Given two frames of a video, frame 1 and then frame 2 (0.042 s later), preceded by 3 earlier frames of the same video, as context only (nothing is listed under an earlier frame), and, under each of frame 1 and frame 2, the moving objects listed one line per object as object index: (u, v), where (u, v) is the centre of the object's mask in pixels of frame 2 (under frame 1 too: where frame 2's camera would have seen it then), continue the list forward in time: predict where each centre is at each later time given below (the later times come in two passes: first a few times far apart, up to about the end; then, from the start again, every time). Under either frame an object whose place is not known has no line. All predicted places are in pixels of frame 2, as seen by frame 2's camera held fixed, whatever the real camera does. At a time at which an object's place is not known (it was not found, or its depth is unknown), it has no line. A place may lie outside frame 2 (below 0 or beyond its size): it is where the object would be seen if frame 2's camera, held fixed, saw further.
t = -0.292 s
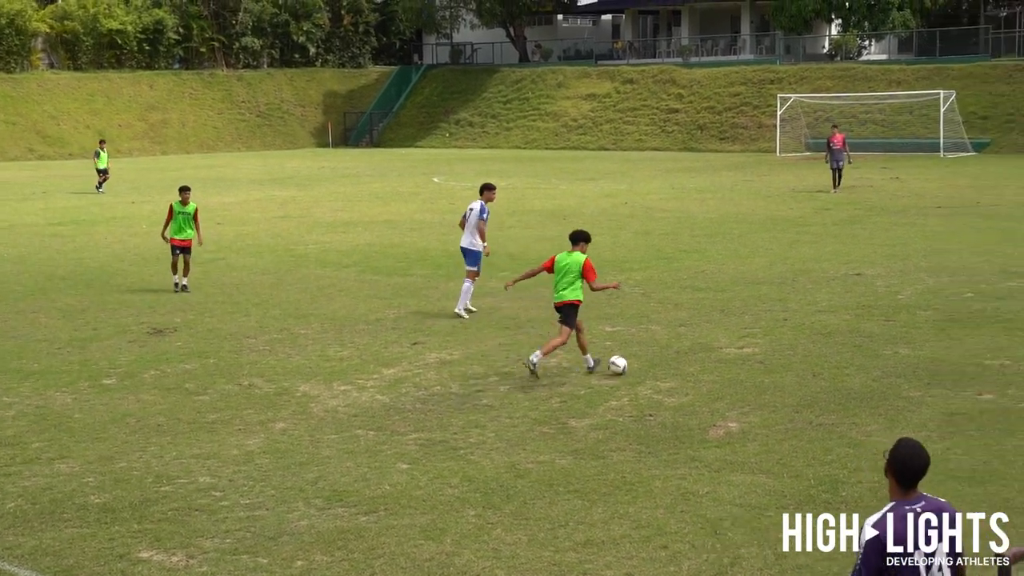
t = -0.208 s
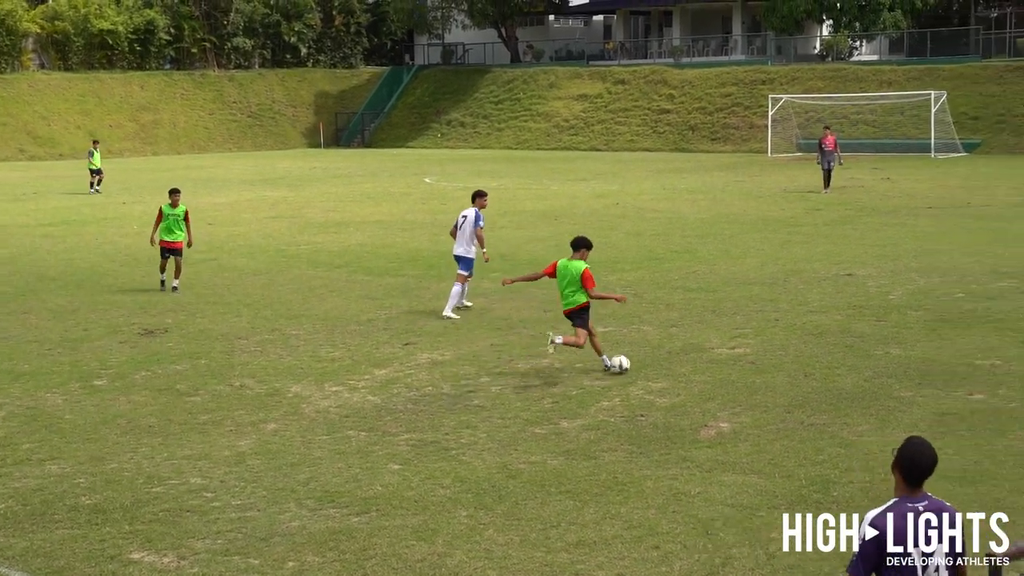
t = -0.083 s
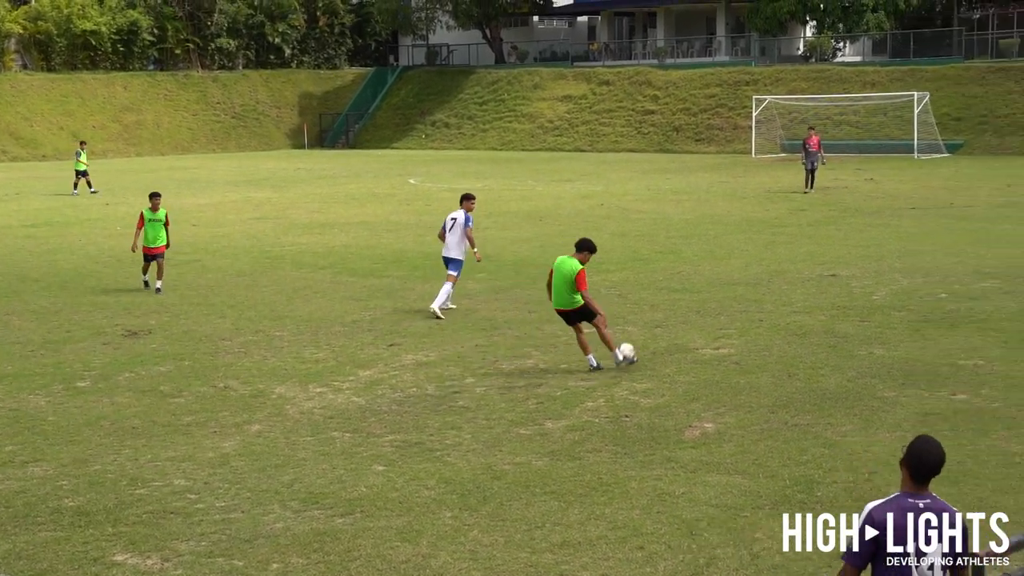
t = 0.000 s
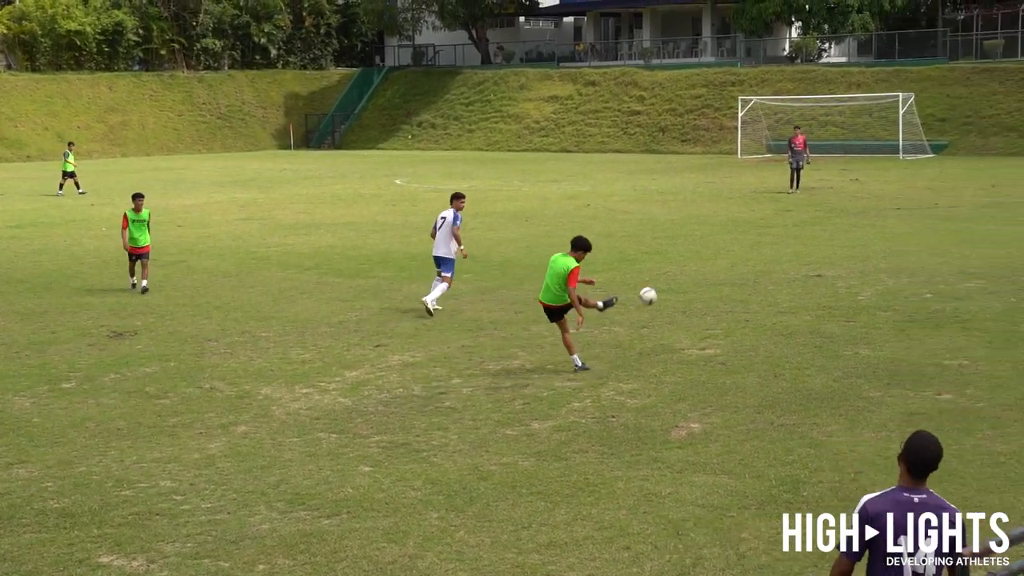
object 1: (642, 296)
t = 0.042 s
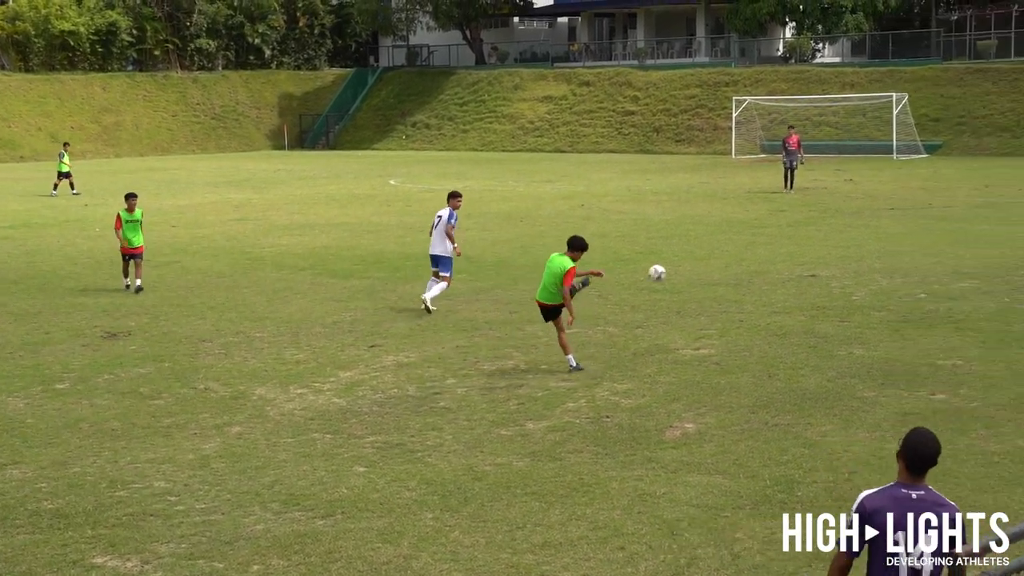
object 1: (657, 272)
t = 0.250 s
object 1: (699, 199)
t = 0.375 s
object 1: (714, 181)
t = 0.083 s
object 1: (669, 252)
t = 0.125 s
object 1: (679, 236)
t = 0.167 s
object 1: (687, 222)
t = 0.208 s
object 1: (694, 210)
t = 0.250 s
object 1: (699, 199)
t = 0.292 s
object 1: (704, 192)
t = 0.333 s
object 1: (709, 185)
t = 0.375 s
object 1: (714, 181)
